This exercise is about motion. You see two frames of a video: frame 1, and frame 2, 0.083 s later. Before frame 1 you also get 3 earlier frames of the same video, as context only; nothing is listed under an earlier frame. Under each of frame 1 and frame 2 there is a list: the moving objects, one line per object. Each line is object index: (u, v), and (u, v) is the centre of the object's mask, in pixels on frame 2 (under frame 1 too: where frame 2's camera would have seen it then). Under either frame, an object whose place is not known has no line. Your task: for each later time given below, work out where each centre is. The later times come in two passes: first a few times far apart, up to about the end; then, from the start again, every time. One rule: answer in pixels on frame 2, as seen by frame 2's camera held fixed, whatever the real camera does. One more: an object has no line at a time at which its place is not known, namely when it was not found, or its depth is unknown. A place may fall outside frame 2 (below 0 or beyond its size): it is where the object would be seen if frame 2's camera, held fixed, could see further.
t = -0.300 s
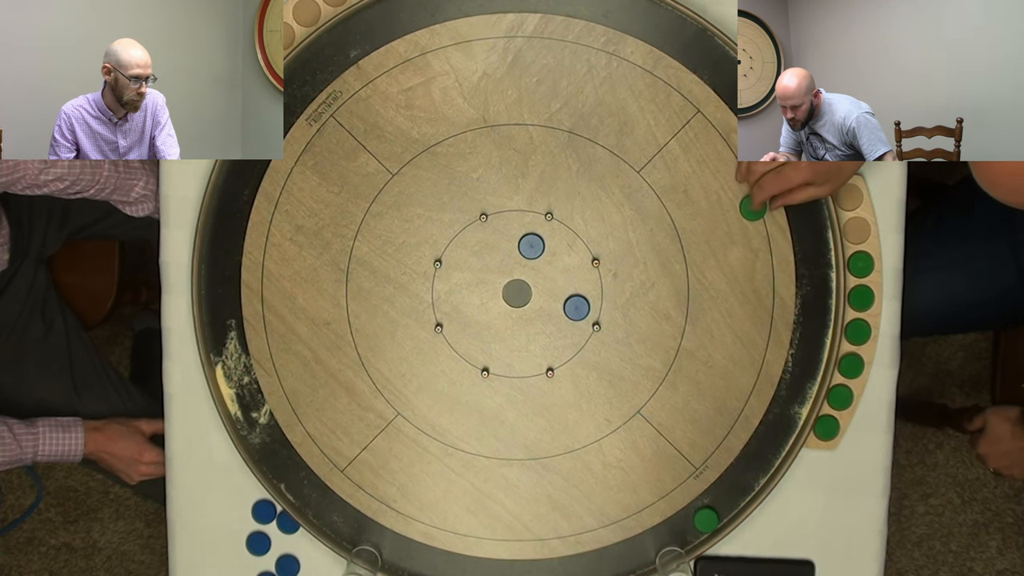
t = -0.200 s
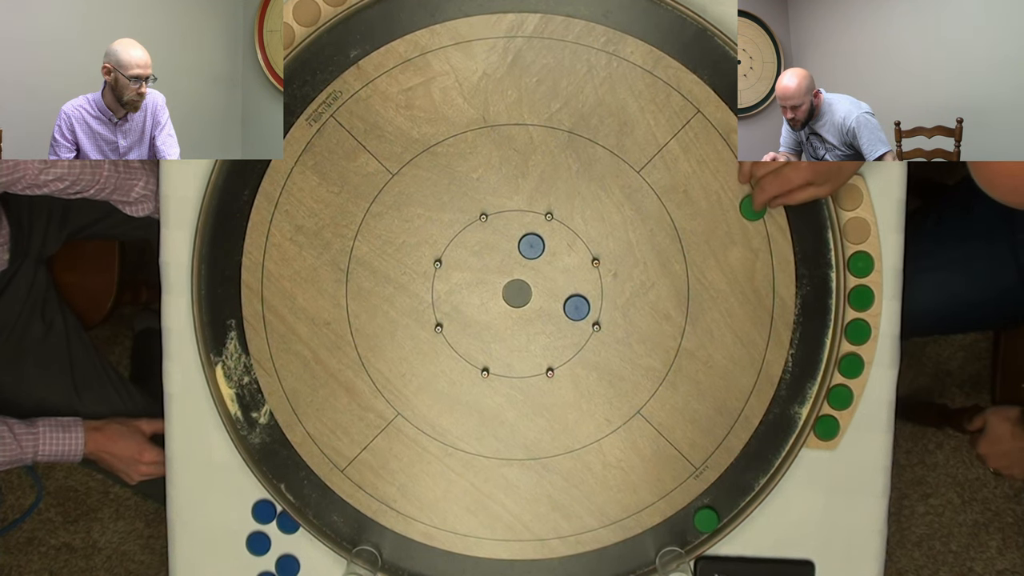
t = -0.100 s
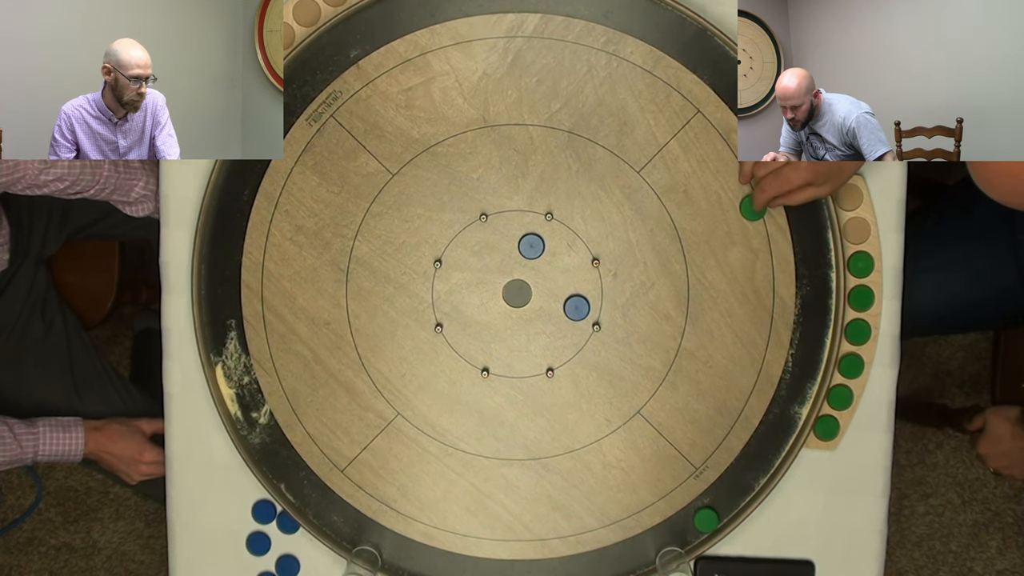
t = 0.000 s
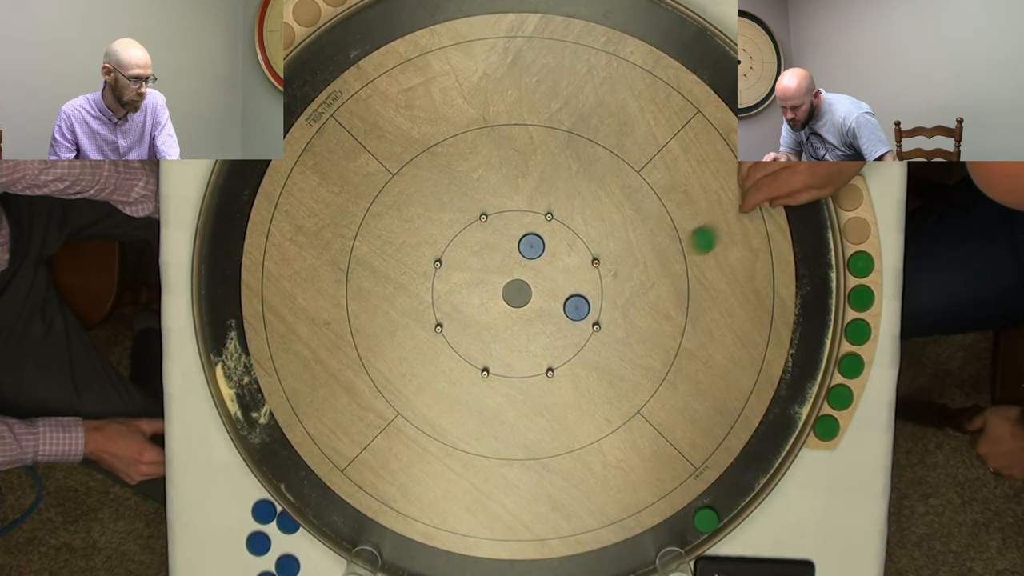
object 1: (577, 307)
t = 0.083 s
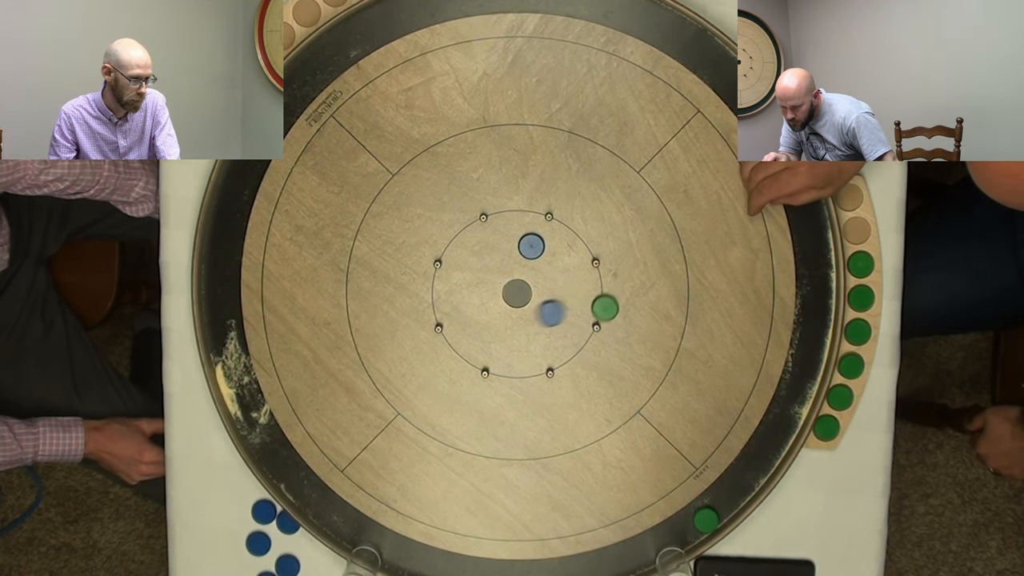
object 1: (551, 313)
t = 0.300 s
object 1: (488, 354)
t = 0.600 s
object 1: (501, 404)
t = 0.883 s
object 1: (486, 417)
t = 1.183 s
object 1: (483, 422)
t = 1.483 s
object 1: (483, 422)
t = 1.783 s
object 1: (483, 422)
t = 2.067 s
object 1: (483, 422)
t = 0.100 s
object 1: (529, 318)
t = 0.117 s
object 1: (508, 322)
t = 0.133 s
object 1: (486, 327)
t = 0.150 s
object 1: (466, 331)
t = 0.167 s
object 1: (457, 340)
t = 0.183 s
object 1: (466, 353)
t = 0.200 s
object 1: (469, 358)
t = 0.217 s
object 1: (461, 348)
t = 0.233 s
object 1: (453, 339)
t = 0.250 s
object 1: (460, 341)
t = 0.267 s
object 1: (470, 346)
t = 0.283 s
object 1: (479, 350)
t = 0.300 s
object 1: (488, 354)
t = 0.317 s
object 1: (496, 358)
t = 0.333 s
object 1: (505, 362)
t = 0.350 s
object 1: (512, 365)
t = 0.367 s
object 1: (519, 369)
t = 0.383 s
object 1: (526, 372)
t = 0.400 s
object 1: (532, 376)
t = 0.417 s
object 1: (529, 379)
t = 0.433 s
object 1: (526, 383)
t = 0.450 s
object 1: (522, 386)
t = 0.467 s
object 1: (519, 389)
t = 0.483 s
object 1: (516, 391)
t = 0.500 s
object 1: (513, 394)
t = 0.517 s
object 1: (511, 396)
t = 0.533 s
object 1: (508, 398)
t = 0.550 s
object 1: (506, 399)
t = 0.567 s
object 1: (504, 401)
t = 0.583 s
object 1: (502, 402)
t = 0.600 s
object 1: (501, 404)
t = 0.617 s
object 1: (500, 405)
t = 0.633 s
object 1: (498, 406)
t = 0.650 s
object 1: (497, 407)
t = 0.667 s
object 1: (496, 408)
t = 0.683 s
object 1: (494, 409)
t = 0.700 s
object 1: (493, 410)
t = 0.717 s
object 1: (492, 410)
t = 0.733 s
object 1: (491, 411)
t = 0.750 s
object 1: (490, 412)
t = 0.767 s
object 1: (489, 412)
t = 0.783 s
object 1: (489, 413)
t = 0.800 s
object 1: (488, 414)
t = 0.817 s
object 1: (488, 414)
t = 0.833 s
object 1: (487, 415)
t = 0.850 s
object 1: (487, 416)
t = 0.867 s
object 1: (486, 417)
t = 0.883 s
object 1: (486, 417)
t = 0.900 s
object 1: (486, 418)
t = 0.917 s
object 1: (485, 419)
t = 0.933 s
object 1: (485, 419)
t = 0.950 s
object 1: (485, 420)
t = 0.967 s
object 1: (484, 420)
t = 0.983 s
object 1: (484, 420)
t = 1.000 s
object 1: (484, 421)
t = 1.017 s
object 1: (483, 421)
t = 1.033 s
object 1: (483, 421)
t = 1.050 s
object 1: (483, 421)
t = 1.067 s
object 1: (483, 421)
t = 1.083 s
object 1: (483, 421)
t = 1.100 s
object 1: (483, 421)
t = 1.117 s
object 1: (483, 421)
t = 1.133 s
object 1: (483, 422)
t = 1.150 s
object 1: (483, 422)
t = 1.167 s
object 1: (483, 422)
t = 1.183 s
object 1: (483, 422)
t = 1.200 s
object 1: (483, 422)
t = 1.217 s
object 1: (483, 422)
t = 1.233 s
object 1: (483, 422)
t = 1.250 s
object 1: (483, 422)
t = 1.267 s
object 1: (483, 422)
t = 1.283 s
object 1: (483, 422)
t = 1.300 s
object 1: (483, 422)
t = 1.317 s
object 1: (483, 422)
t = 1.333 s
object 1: (483, 422)
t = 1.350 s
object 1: (483, 422)
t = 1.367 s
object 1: (483, 422)
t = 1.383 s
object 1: (483, 422)
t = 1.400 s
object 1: (483, 422)
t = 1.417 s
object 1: (483, 422)
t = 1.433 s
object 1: (483, 422)
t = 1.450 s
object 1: (483, 422)
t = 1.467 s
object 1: (483, 422)
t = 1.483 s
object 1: (483, 422)
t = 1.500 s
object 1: (483, 422)
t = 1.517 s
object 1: (483, 422)
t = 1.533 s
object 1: (483, 422)
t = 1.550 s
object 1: (483, 422)
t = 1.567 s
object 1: (483, 422)
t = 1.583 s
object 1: (483, 422)
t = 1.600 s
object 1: (483, 422)
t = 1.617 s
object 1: (483, 422)
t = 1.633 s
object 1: (483, 422)
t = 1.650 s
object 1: (483, 422)
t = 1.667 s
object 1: (483, 422)
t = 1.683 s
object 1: (483, 422)
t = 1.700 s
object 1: (483, 422)
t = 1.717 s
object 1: (483, 422)
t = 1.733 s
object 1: (483, 422)
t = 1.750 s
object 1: (483, 422)
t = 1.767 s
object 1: (483, 422)
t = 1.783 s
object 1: (483, 422)
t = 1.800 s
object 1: (483, 422)
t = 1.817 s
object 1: (483, 422)
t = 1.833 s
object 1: (483, 422)
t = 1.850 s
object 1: (483, 422)
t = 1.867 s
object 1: (483, 422)
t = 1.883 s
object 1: (483, 422)
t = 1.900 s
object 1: (483, 422)
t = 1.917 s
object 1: (483, 422)
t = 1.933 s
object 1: (483, 422)
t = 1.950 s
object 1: (483, 422)
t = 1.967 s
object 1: (483, 422)
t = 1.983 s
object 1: (483, 422)
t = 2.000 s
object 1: (483, 422)
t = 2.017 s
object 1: (483, 422)
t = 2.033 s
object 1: (483, 422)
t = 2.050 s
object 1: (483, 422)
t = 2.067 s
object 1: (483, 422)
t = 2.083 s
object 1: (483, 422)
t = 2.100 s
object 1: (483, 422)
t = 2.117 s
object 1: (483, 422)
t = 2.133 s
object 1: (483, 422)
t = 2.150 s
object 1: (483, 422)
